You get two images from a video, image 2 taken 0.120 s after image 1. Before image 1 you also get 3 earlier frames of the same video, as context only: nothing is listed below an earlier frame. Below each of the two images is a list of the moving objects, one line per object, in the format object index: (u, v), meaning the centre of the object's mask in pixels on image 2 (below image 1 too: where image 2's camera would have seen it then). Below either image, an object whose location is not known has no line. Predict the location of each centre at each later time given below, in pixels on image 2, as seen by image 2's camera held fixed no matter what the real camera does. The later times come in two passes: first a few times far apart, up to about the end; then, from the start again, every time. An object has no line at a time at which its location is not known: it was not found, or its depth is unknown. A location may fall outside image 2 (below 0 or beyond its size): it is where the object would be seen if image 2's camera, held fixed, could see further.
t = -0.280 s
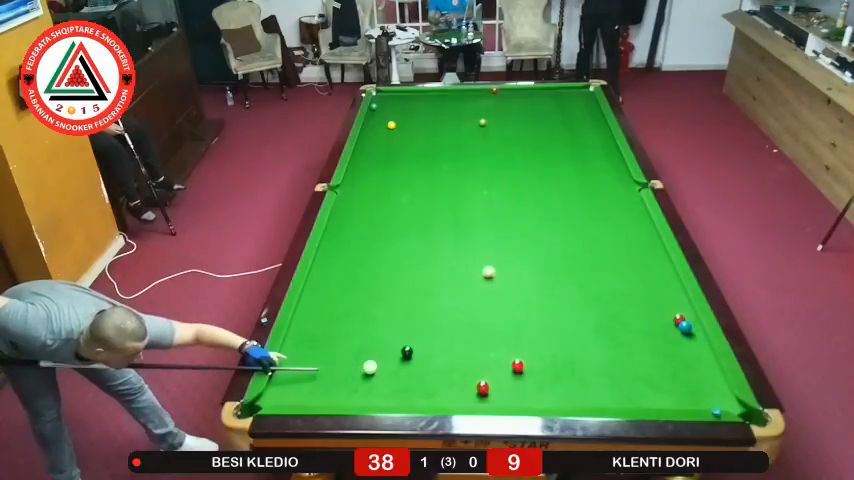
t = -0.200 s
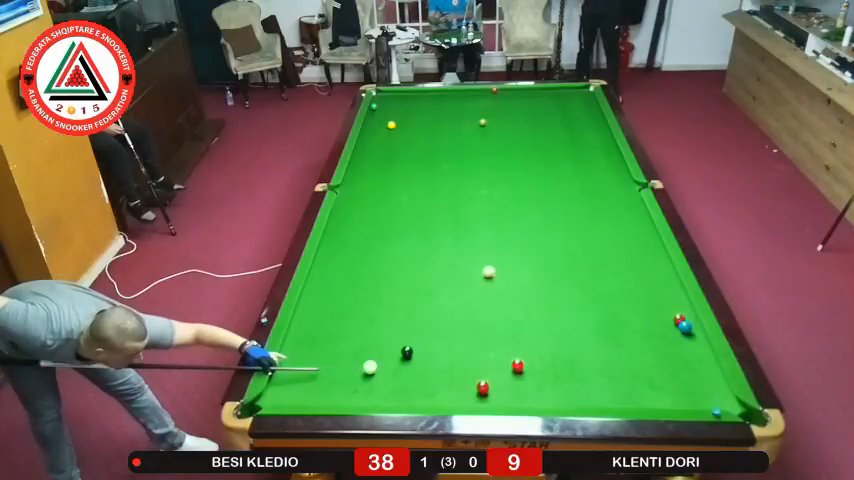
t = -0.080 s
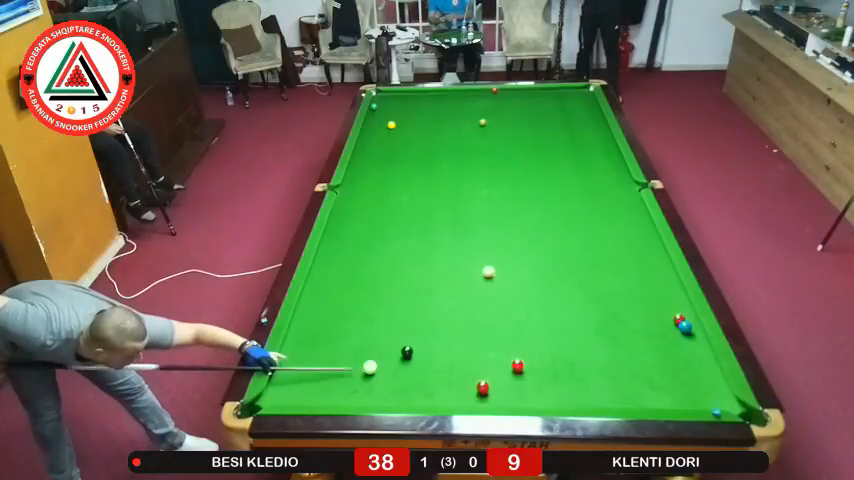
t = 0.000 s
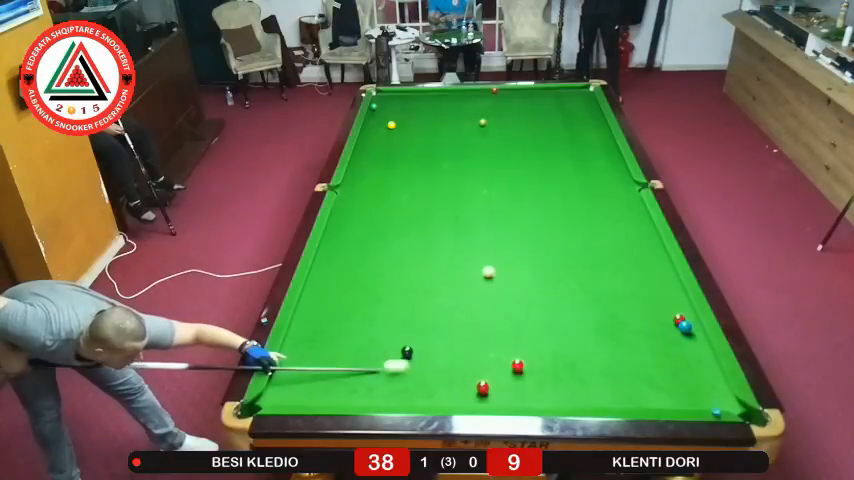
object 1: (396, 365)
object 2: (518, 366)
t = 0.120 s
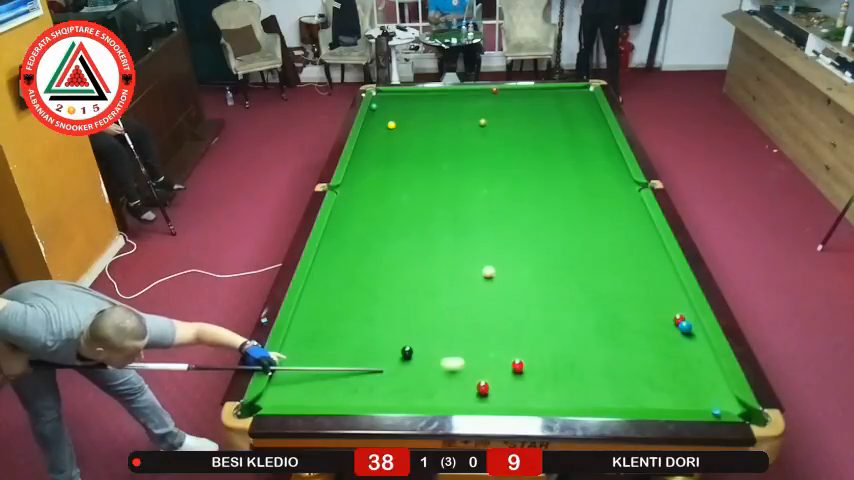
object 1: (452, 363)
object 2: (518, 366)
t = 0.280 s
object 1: (505, 360)
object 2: (524, 367)
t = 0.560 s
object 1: (513, 347)
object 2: (592, 381)
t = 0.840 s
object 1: (520, 335)
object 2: (656, 395)
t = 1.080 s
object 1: (525, 326)
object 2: (711, 403)
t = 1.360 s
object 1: (531, 317)
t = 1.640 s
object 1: (536, 310)
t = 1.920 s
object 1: (540, 304)
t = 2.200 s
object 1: (544, 299)
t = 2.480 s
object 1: (545, 295)
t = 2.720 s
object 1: (546, 293)
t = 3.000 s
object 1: (547, 292)
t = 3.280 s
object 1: (548, 291)
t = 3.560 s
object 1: (548, 291)
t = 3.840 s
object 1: (548, 291)
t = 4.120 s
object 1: (547, 291)
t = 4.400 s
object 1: (547, 291)
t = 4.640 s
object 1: (548, 291)
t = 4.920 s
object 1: (547, 291)
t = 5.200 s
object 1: (548, 291)
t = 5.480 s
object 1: (548, 291)
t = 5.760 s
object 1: (548, 291)
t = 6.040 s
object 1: (547, 291)
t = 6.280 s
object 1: (547, 291)
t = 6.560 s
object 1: (547, 291)
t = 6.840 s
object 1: (547, 291)
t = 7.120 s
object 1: (547, 291)
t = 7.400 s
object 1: (548, 291)
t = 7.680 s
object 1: (547, 291)
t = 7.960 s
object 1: (548, 291)
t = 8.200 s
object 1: (547, 291)
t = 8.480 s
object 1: (547, 291)
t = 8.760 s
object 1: (548, 291)
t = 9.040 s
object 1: (547, 291)
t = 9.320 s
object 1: (548, 291)
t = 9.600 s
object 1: (547, 291)
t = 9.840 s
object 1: (547, 291)
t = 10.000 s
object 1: (547, 291)
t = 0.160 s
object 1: (469, 363)
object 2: (518, 366)
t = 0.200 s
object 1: (484, 362)
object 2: (517, 366)
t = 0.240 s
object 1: (498, 362)
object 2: (517, 366)
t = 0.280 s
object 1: (505, 360)
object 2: (524, 367)
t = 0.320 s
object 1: (506, 358)
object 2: (535, 369)
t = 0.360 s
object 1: (507, 356)
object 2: (546, 371)
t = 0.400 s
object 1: (508, 354)
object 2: (556, 373)
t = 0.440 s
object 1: (509, 352)
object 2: (565, 376)
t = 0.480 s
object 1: (511, 350)
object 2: (574, 377)
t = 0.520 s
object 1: (512, 349)
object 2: (583, 379)
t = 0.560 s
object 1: (513, 347)
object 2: (592, 381)
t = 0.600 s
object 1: (514, 345)
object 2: (601, 383)
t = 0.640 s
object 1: (515, 343)
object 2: (610, 385)
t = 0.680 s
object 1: (516, 341)
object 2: (619, 387)
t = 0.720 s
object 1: (517, 340)
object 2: (628, 389)
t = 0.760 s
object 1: (518, 338)
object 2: (638, 391)
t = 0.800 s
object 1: (519, 336)
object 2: (647, 393)
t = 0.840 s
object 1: (520, 335)
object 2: (656, 395)
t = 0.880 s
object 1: (521, 333)
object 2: (665, 396)
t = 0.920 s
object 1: (522, 332)
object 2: (674, 398)
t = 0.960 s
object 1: (522, 330)
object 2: (684, 400)
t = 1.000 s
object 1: (523, 329)
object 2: (693, 401)
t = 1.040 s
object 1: (524, 327)
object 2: (701, 402)
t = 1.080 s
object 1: (525, 326)
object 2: (711, 403)
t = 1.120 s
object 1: (526, 325)
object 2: (720, 405)
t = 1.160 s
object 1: (527, 323)
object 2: (729, 407)
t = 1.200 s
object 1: (528, 322)
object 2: (740, 410)
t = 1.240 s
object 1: (528, 321)
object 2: (746, 413)
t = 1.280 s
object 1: (529, 320)
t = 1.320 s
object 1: (530, 319)
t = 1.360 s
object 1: (531, 317)
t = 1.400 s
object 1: (531, 316)
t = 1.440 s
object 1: (532, 315)
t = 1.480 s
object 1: (533, 314)
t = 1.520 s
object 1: (534, 313)
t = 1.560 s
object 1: (535, 312)
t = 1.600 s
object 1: (535, 311)
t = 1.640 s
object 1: (536, 310)
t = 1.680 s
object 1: (537, 309)
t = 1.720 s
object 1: (538, 308)
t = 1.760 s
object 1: (538, 307)
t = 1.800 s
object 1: (539, 306)
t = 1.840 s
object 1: (539, 305)
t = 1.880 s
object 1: (540, 305)
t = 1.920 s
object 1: (540, 304)
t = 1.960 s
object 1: (541, 303)
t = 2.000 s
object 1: (542, 303)
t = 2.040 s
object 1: (542, 302)
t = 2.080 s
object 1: (542, 301)
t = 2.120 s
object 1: (543, 300)
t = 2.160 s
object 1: (543, 300)
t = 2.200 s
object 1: (544, 299)
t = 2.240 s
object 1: (544, 299)
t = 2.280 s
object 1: (544, 298)
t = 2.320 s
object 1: (544, 297)
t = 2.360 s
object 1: (545, 297)
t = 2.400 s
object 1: (545, 296)
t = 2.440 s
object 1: (545, 296)
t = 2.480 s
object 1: (545, 295)
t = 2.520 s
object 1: (546, 295)
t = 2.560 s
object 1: (546, 294)
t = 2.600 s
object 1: (546, 294)
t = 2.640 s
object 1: (546, 294)
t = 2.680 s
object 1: (546, 293)
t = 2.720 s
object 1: (546, 293)
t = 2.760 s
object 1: (546, 293)
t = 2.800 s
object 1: (547, 292)
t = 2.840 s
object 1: (547, 292)
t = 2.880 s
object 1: (547, 292)
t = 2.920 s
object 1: (547, 292)
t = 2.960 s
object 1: (547, 292)
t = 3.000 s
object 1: (547, 292)
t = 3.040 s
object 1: (547, 291)
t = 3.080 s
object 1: (547, 291)
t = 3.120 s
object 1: (547, 291)
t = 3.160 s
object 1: (547, 291)
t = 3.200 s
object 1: (547, 291)
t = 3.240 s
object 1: (548, 291)
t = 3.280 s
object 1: (548, 291)
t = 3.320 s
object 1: (548, 291)
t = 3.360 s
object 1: (548, 291)
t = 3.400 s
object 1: (548, 291)
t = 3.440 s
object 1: (548, 291)
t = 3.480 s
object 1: (548, 291)
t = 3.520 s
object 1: (548, 291)
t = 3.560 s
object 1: (548, 291)
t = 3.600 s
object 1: (548, 291)
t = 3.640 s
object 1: (548, 291)
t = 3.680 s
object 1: (548, 291)
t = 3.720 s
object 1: (548, 291)
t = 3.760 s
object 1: (548, 291)
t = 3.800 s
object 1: (548, 291)
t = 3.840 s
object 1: (548, 291)
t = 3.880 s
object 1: (548, 291)
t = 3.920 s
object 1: (548, 291)
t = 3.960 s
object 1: (547, 291)
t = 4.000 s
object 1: (548, 291)
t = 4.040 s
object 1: (547, 291)
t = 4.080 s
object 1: (547, 291)
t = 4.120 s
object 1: (547, 291)
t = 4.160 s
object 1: (547, 291)
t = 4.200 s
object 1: (547, 291)
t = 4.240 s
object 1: (547, 291)
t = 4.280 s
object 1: (547, 291)
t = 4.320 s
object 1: (547, 291)
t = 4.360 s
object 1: (547, 291)
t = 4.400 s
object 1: (547, 291)
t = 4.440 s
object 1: (547, 291)
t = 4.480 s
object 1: (548, 291)
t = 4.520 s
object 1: (547, 291)
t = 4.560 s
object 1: (547, 291)
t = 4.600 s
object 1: (547, 291)
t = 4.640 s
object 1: (548, 291)
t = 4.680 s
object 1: (548, 291)
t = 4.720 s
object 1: (548, 291)
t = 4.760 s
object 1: (548, 291)
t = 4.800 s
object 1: (548, 291)
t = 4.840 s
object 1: (548, 291)
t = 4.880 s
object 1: (548, 291)
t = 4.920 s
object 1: (547, 291)
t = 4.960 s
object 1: (548, 291)
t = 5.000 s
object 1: (548, 291)
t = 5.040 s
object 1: (548, 291)
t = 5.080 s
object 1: (548, 291)
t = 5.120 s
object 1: (548, 291)
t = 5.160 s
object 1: (548, 291)
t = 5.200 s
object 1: (548, 291)
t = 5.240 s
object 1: (548, 291)
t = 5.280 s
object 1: (548, 291)
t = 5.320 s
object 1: (548, 291)
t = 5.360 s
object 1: (548, 291)
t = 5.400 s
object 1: (548, 291)
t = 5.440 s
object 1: (548, 291)
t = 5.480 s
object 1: (548, 291)
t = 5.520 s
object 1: (547, 291)
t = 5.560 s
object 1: (547, 291)
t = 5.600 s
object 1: (547, 291)
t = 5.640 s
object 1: (548, 291)
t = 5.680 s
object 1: (548, 291)
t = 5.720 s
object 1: (548, 291)
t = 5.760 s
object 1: (548, 291)
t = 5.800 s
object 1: (548, 291)
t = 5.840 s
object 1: (547, 291)
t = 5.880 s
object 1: (548, 291)
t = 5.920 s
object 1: (548, 291)
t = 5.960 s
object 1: (547, 291)
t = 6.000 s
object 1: (548, 291)
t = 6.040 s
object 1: (547, 291)
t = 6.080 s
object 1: (547, 291)
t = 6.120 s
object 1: (547, 291)
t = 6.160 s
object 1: (548, 291)
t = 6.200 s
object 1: (547, 291)
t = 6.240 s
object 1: (548, 291)
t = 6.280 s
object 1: (547, 291)
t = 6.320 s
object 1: (547, 291)
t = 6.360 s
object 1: (547, 291)
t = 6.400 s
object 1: (547, 291)
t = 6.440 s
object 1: (547, 291)
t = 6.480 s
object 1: (547, 291)
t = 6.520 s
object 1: (547, 291)
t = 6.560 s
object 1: (547, 291)
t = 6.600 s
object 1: (547, 291)
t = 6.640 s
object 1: (547, 291)
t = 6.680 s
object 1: (547, 291)
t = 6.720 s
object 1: (548, 291)
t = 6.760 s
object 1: (547, 291)
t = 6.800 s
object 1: (547, 291)
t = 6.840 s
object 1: (547, 291)
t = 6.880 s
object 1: (547, 291)
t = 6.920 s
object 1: (547, 291)
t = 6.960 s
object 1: (548, 291)
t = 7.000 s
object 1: (547, 291)
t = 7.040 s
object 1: (547, 291)
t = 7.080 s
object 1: (547, 291)
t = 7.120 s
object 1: (547, 291)
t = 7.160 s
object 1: (548, 291)
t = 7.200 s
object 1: (548, 291)
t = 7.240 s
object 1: (548, 291)
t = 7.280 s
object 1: (548, 291)
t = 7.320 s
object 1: (547, 291)
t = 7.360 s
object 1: (548, 291)
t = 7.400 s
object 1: (548, 291)
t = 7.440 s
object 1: (548, 291)
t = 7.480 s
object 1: (548, 291)
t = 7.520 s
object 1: (548, 291)
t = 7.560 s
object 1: (547, 291)
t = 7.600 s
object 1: (547, 291)
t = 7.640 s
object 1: (547, 291)
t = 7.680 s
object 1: (547, 291)
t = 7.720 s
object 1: (547, 291)
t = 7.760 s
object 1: (547, 291)
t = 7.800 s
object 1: (548, 291)
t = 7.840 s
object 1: (547, 291)
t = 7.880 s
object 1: (547, 291)
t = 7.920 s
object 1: (547, 291)
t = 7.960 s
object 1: (548, 291)
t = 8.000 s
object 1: (547, 291)
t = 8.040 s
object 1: (547, 291)
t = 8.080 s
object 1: (548, 291)
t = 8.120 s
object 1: (547, 291)
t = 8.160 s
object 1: (547, 291)
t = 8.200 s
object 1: (547, 291)
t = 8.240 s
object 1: (547, 291)
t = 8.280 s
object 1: (547, 291)
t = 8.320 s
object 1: (547, 291)
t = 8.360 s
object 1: (548, 291)
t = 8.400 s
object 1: (547, 291)
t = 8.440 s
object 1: (548, 291)
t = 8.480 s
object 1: (547, 291)
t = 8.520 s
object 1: (547, 291)
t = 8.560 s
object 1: (547, 291)
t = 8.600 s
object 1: (547, 291)
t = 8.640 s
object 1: (547, 291)
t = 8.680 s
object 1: (547, 291)
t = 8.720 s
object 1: (547, 291)
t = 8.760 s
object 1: (548, 291)
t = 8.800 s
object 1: (547, 291)
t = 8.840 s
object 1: (547, 291)
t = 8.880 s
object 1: (547, 291)
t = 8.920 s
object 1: (547, 291)
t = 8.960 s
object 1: (547, 291)
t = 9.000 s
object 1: (547, 291)
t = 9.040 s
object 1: (547, 291)
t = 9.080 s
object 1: (548, 291)
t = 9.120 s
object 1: (548, 291)
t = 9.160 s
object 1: (548, 291)
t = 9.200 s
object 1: (548, 291)
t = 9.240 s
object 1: (547, 291)
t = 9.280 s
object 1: (547, 291)
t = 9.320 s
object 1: (548, 291)
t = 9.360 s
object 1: (547, 291)
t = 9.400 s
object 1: (547, 291)
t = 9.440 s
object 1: (548, 291)
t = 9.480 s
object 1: (547, 291)
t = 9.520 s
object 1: (547, 291)
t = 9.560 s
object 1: (547, 291)
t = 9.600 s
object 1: (547, 291)
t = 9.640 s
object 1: (547, 291)
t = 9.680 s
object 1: (548, 291)
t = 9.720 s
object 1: (547, 291)
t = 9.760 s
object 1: (547, 291)
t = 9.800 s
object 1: (547, 291)
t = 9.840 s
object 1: (547, 291)
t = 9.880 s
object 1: (547, 291)
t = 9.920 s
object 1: (547, 291)
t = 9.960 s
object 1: (547, 291)
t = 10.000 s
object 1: (547, 291)
